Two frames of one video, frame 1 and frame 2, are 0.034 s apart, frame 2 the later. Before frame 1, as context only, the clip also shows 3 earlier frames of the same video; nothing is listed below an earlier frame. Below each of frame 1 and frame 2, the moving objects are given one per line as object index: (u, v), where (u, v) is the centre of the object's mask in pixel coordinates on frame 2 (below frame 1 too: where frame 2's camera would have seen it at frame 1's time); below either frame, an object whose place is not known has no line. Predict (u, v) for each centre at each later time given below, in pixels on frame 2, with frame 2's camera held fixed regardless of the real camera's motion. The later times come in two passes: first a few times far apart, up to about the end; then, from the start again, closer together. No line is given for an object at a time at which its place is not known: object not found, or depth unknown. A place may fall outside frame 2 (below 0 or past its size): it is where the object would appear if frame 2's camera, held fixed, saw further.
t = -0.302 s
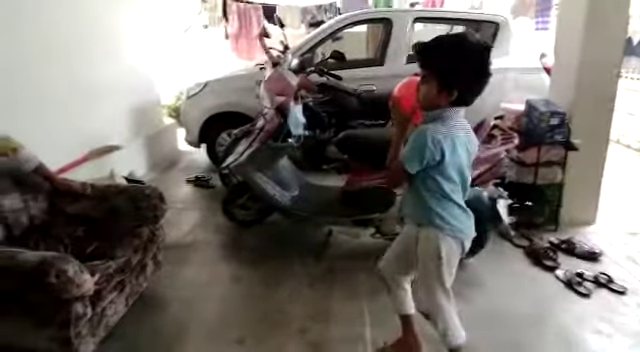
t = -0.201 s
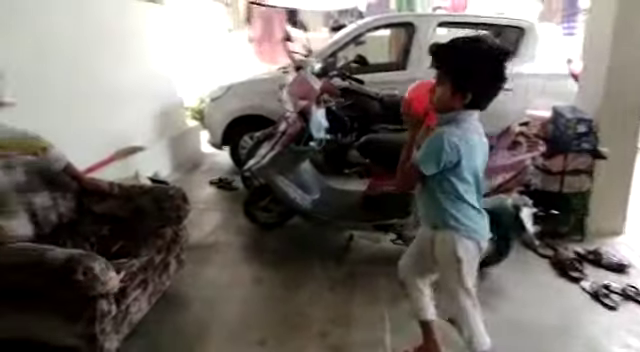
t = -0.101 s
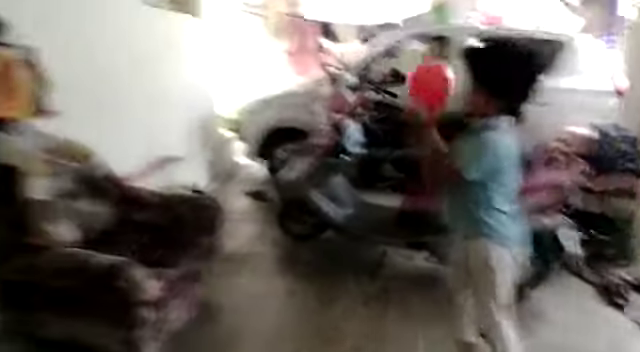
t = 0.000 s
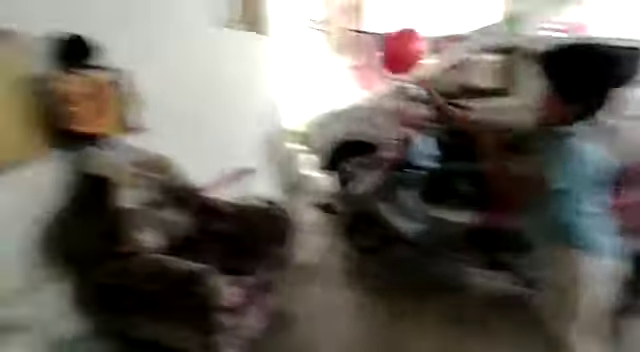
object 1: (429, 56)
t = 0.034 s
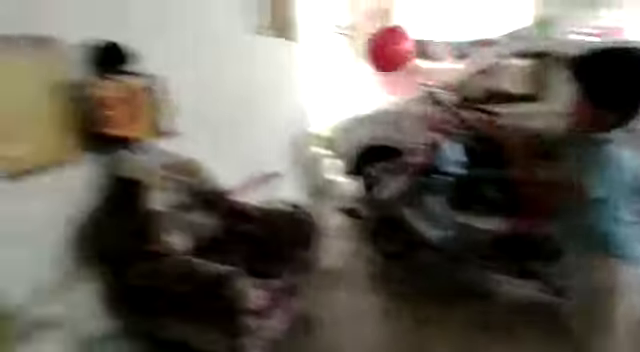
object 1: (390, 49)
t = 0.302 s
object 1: (174, 92)
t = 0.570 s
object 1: (199, 121)
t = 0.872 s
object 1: (266, 222)
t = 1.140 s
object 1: (331, 227)
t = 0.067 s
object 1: (353, 46)
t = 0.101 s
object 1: (321, 47)
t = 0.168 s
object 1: (258, 56)
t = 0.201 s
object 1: (233, 64)
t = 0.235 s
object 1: (211, 73)
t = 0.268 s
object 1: (192, 82)
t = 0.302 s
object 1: (174, 92)
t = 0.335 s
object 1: (159, 101)
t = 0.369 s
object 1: (160, 109)
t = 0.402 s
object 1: (172, 124)
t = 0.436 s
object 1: (177, 128)
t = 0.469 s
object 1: (179, 126)
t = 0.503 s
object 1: (186, 123)
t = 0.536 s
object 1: (192, 120)
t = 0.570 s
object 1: (199, 121)
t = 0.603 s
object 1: (205, 123)
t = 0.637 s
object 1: (212, 127)
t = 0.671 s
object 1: (219, 134)
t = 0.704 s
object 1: (226, 142)
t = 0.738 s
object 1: (233, 154)
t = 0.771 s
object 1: (240, 167)
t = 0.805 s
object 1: (247, 182)
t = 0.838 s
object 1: (256, 202)
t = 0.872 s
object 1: (266, 222)
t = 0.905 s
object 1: (273, 241)
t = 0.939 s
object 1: (280, 263)
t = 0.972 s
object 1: (288, 263)
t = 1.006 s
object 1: (297, 252)
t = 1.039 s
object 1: (305, 242)
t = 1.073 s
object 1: (312, 236)
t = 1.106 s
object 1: (321, 231)
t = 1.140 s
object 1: (331, 227)
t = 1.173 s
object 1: (340, 225)
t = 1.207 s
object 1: (349, 226)
